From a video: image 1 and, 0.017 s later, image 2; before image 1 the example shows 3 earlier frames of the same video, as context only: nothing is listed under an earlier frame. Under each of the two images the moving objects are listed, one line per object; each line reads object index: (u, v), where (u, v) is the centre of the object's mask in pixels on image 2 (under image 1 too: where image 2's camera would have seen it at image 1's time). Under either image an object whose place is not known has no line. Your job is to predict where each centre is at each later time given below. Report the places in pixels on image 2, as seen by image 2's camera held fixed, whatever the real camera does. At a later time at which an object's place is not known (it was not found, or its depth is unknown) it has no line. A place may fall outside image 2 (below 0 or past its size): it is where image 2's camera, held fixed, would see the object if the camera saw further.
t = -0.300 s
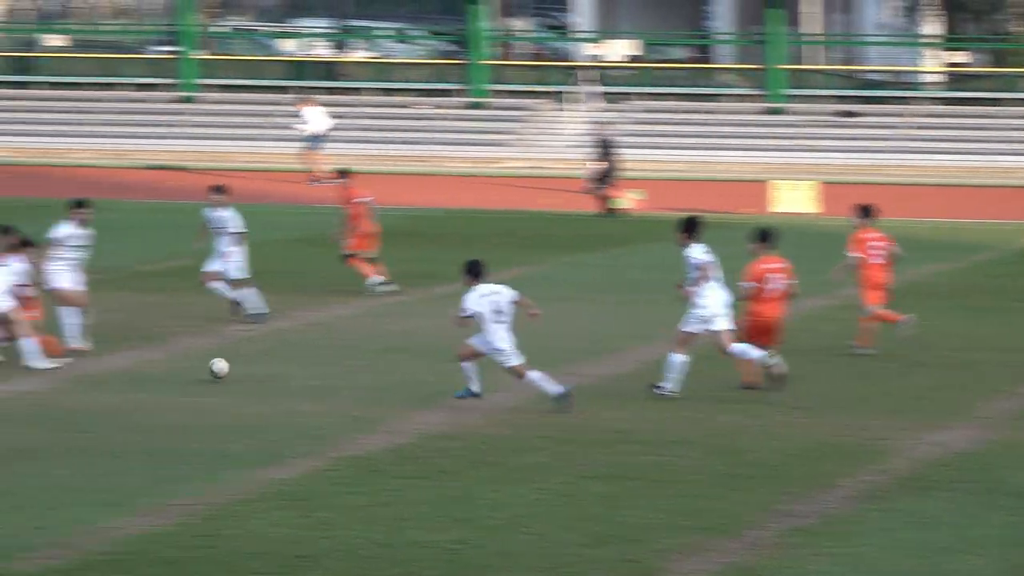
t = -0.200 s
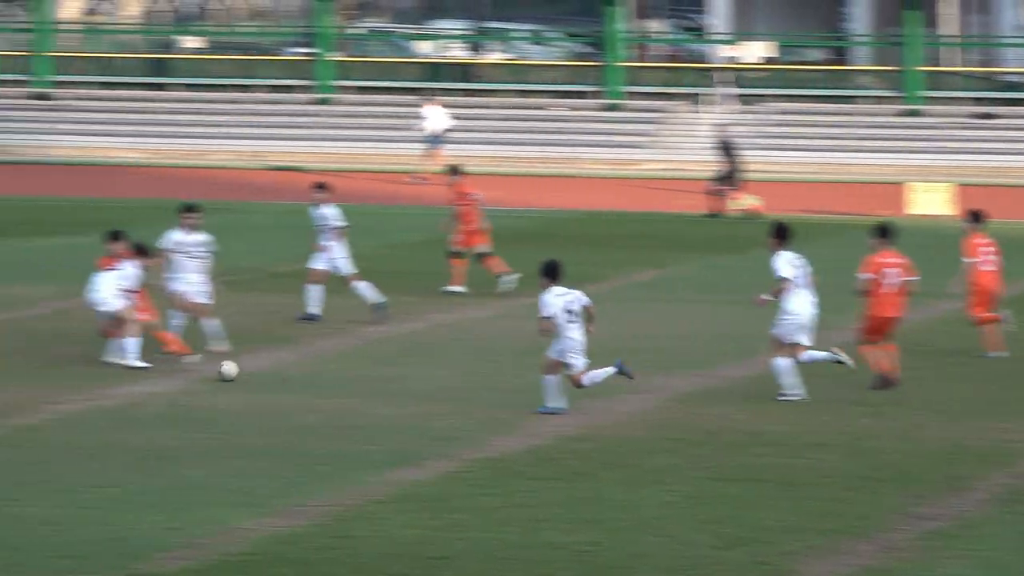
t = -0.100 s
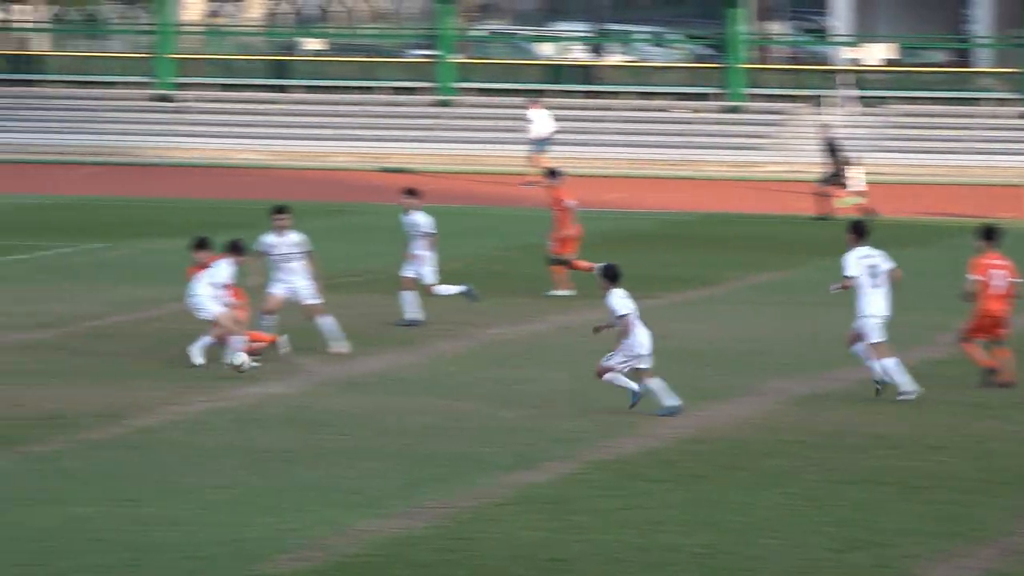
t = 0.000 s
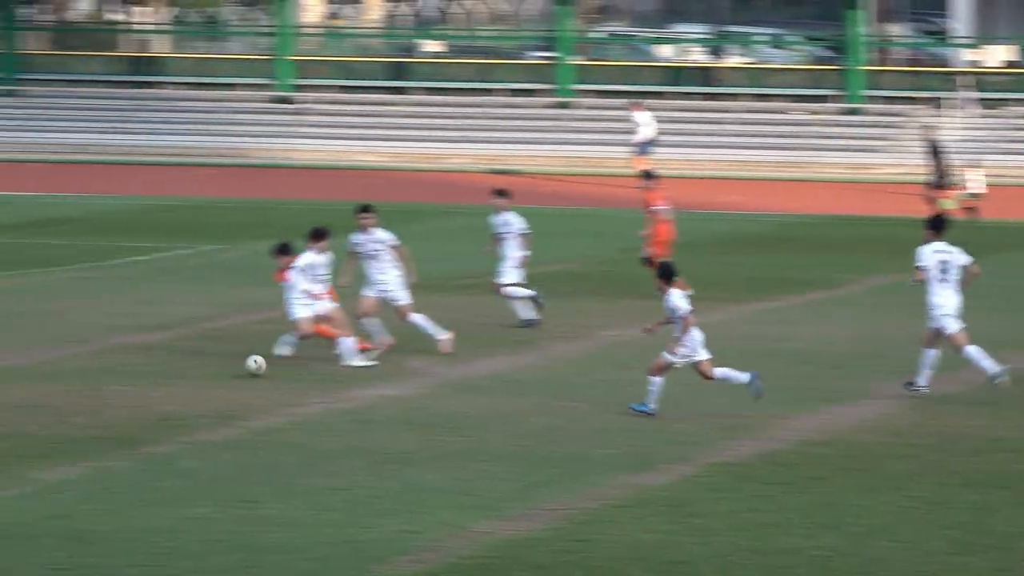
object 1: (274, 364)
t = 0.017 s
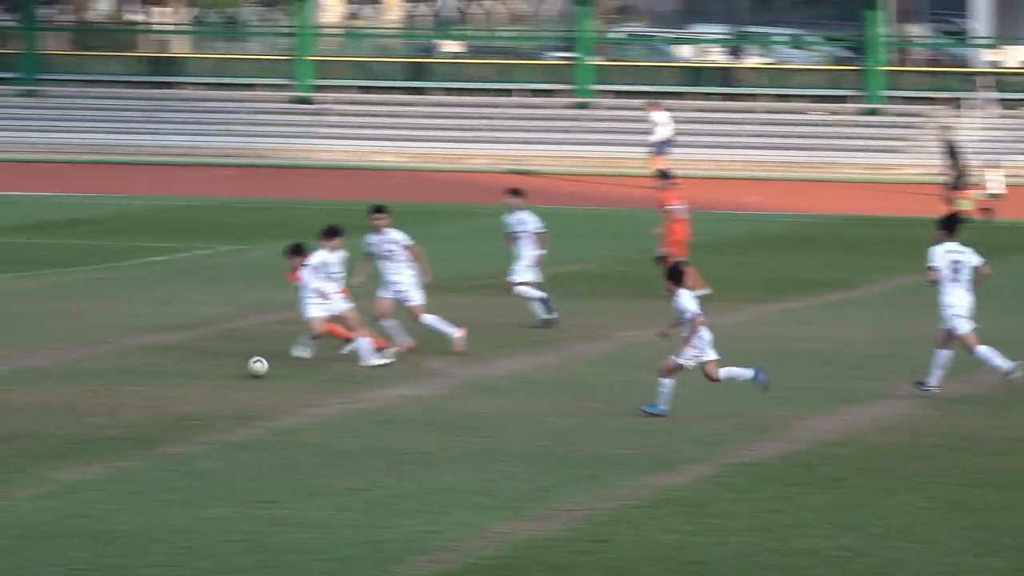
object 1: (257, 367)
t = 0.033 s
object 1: (241, 368)
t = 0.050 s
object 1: (227, 367)
